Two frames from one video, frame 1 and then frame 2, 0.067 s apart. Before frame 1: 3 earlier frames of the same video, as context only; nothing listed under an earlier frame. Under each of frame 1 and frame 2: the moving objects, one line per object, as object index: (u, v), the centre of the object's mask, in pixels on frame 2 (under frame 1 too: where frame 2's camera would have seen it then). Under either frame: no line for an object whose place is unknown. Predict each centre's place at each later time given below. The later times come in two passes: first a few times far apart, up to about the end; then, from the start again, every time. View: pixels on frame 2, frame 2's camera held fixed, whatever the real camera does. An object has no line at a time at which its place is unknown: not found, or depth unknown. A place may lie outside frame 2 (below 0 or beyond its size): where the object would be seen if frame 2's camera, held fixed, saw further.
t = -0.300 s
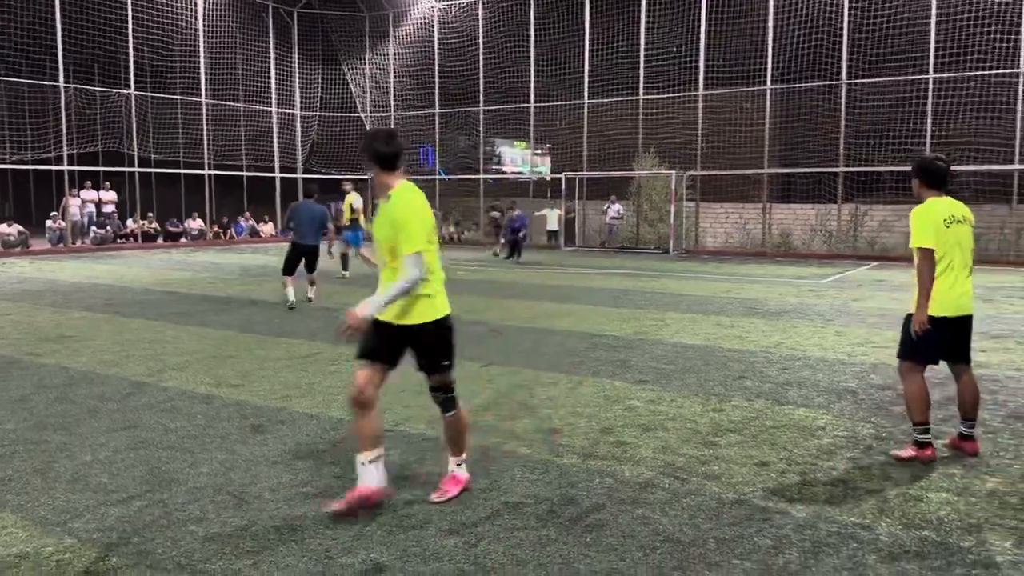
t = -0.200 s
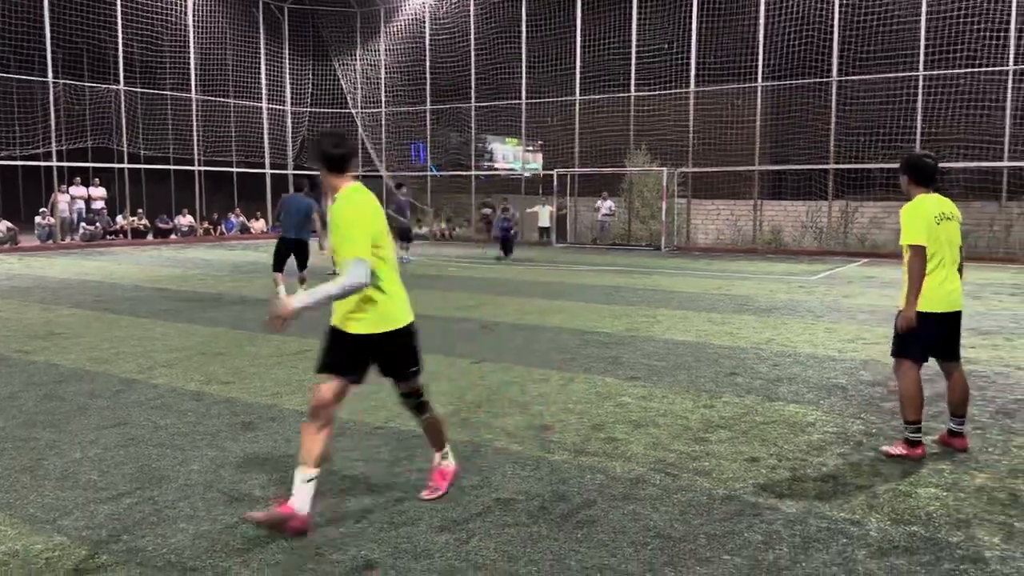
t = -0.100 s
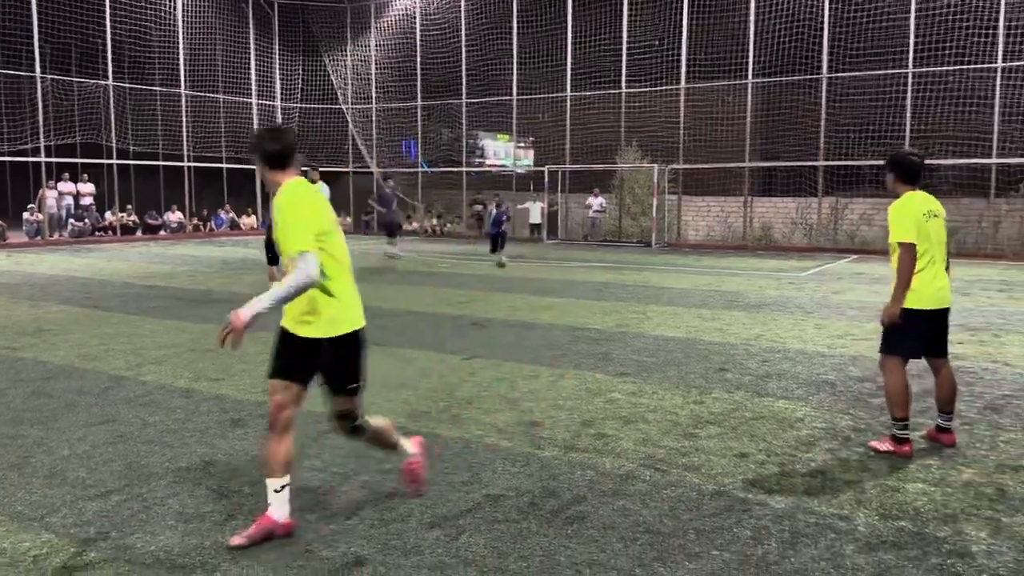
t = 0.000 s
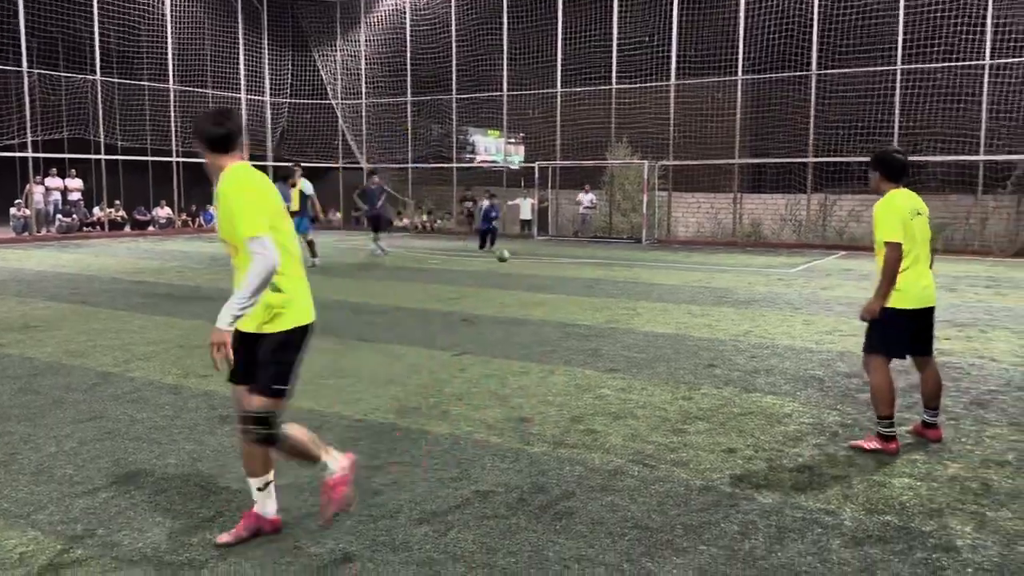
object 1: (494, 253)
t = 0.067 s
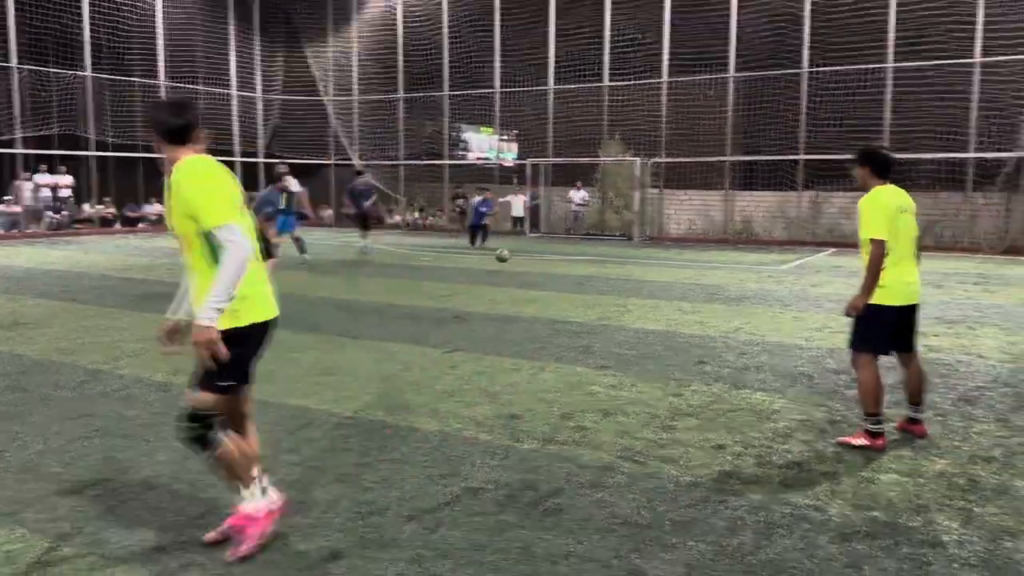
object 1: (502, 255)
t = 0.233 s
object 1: (521, 281)
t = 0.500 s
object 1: (558, 294)
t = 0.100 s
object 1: (506, 259)
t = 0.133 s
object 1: (509, 263)
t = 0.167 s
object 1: (514, 267)
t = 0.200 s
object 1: (519, 274)
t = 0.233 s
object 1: (521, 281)
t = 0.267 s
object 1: (528, 281)
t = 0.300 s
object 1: (532, 280)
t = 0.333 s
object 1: (535, 279)
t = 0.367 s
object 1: (540, 280)
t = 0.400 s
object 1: (544, 282)
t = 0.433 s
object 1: (548, 283)
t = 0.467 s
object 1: (553, 288)
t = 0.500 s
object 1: (558, 294)
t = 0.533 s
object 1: (565, 301)
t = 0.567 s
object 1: (571, 310)
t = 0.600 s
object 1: (578, 320)
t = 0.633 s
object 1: (585, 323)
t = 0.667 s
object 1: (592, 325)
